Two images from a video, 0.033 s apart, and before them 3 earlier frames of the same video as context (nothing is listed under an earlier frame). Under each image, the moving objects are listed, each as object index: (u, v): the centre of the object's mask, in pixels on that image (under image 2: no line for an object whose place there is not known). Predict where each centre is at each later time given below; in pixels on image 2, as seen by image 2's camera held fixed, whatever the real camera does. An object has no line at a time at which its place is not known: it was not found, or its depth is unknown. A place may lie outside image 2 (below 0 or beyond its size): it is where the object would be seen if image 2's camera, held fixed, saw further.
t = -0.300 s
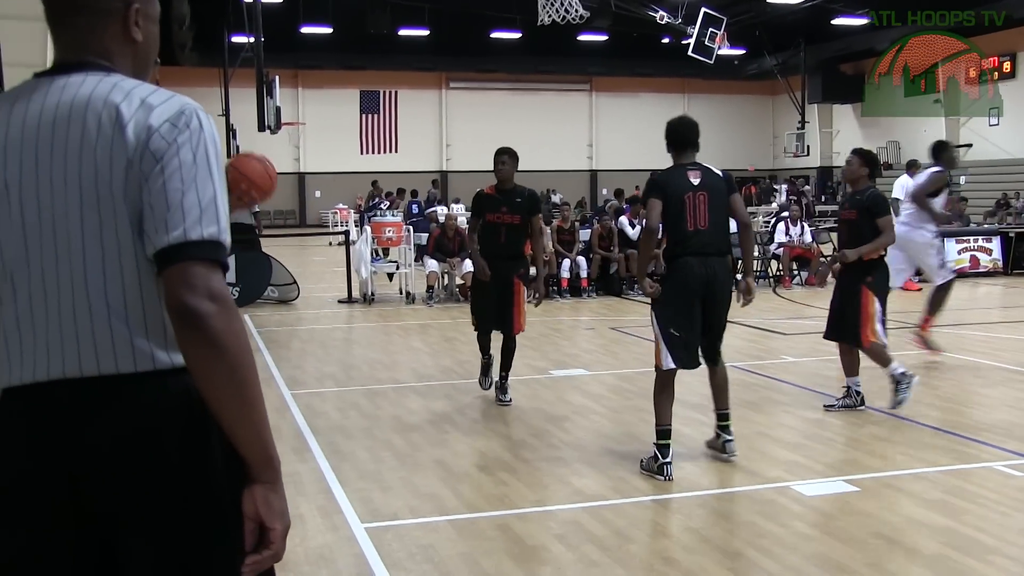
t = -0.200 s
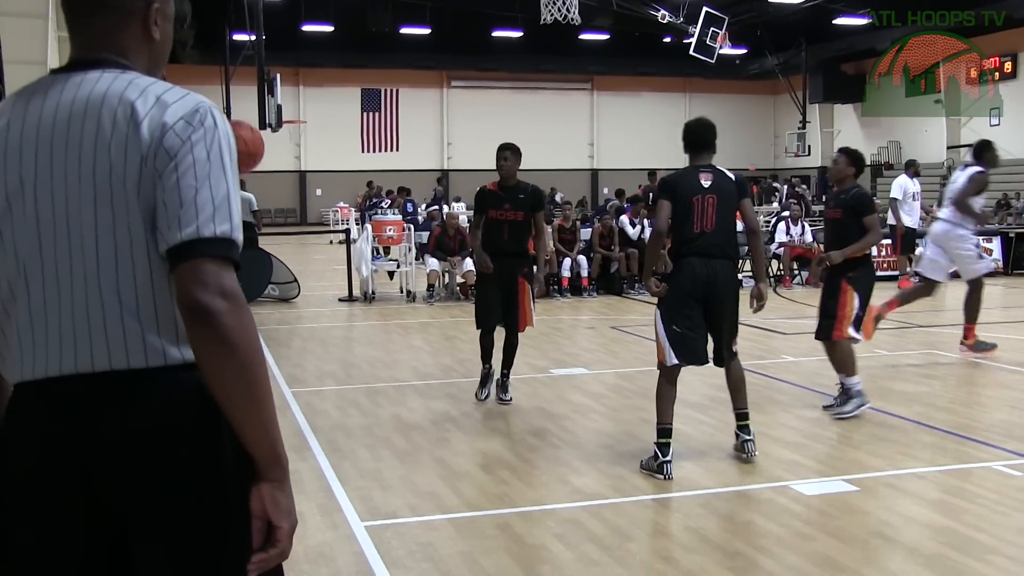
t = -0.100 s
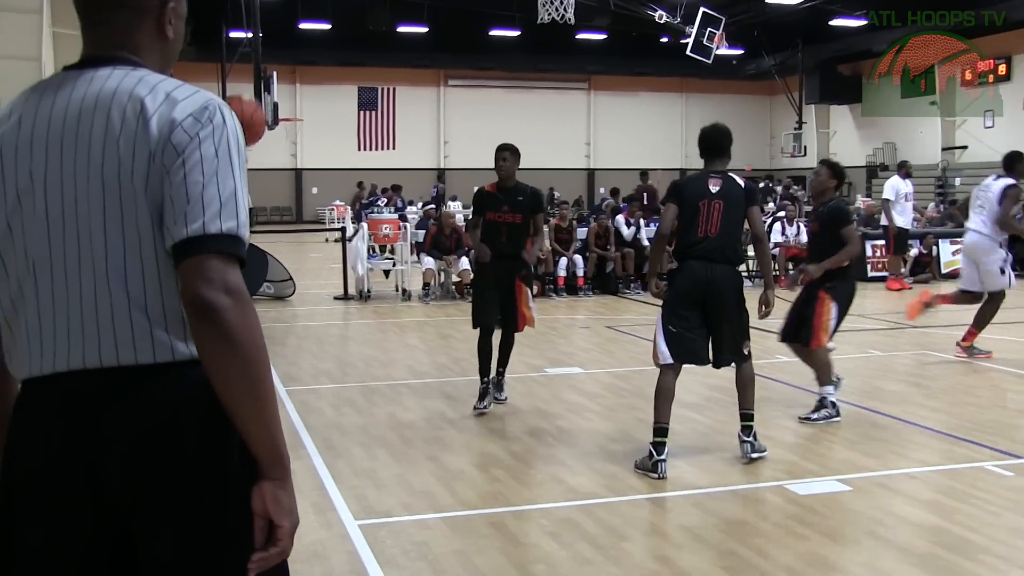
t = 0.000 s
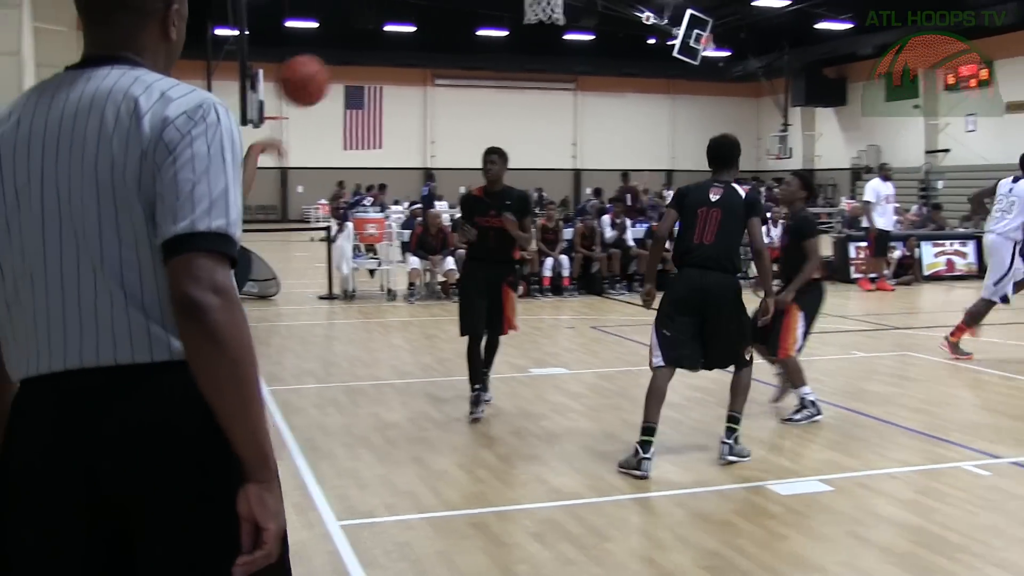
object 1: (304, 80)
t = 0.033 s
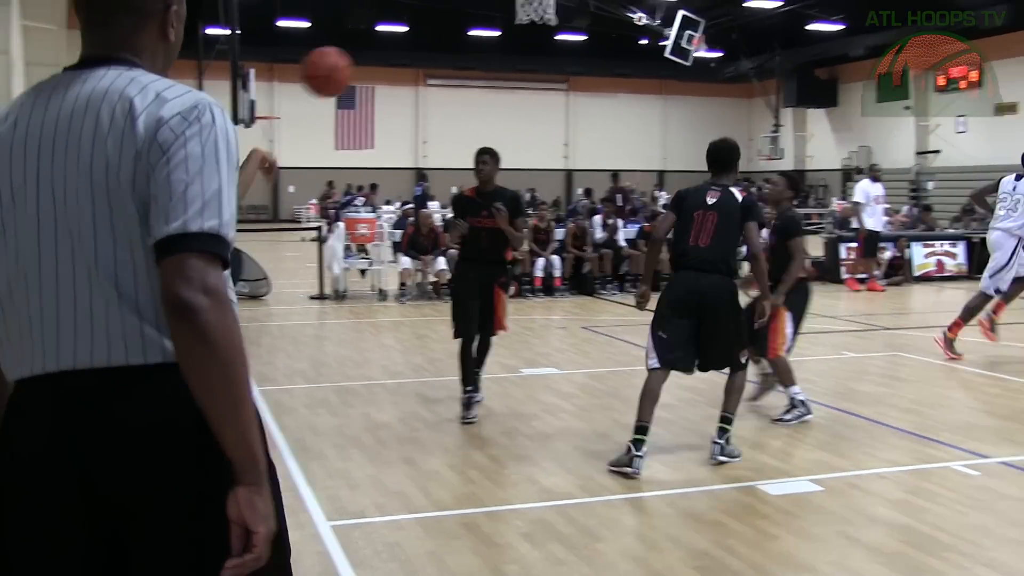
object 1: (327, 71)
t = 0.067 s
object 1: (357, 65)
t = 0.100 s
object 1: (384, 62)
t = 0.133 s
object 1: (411, 61)
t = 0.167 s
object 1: (436, 62)
